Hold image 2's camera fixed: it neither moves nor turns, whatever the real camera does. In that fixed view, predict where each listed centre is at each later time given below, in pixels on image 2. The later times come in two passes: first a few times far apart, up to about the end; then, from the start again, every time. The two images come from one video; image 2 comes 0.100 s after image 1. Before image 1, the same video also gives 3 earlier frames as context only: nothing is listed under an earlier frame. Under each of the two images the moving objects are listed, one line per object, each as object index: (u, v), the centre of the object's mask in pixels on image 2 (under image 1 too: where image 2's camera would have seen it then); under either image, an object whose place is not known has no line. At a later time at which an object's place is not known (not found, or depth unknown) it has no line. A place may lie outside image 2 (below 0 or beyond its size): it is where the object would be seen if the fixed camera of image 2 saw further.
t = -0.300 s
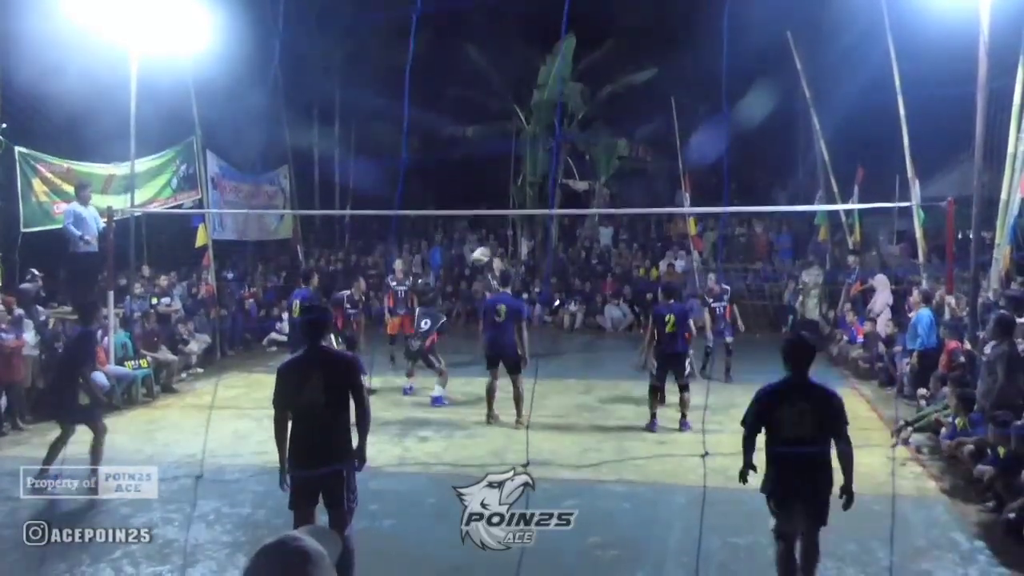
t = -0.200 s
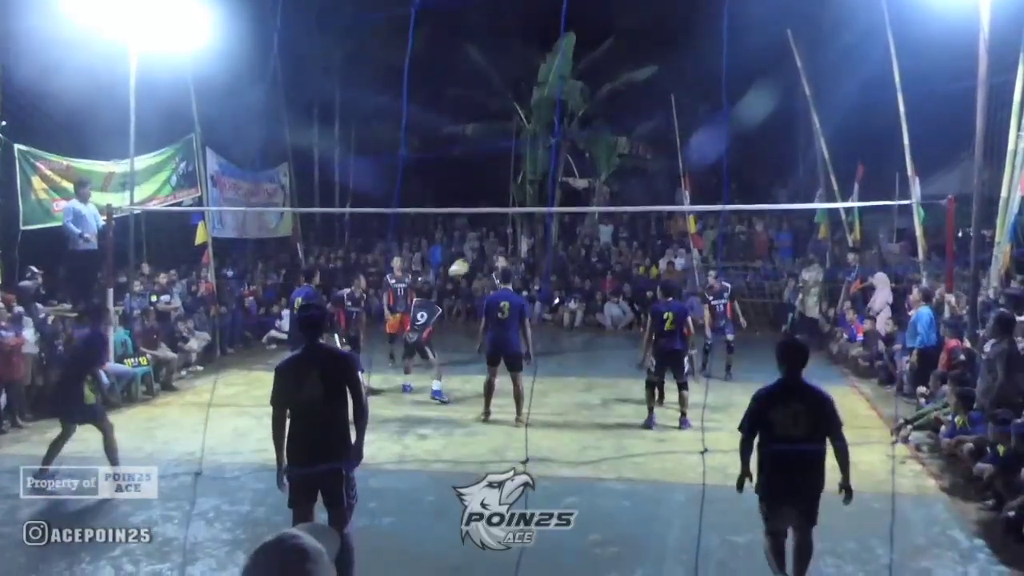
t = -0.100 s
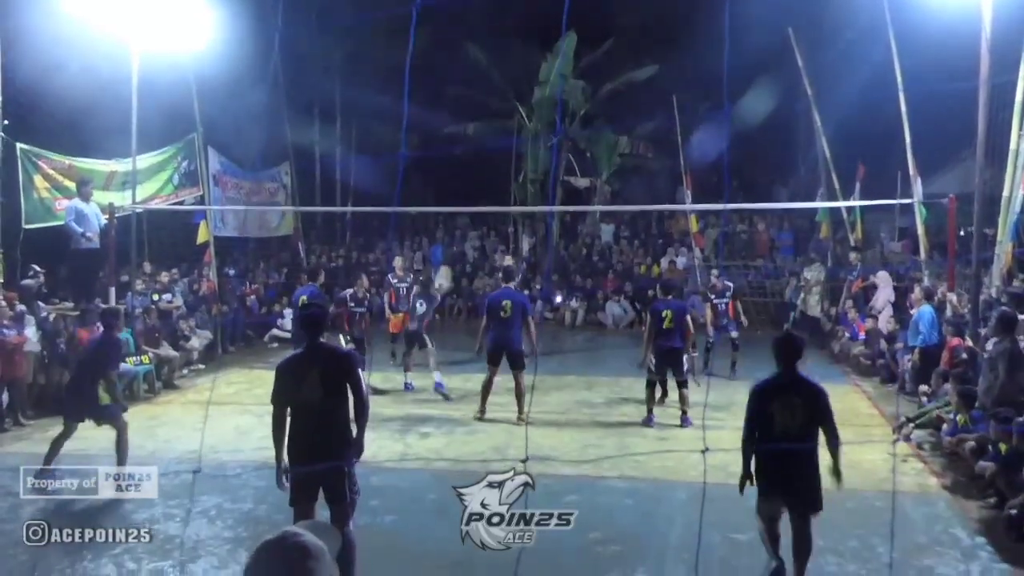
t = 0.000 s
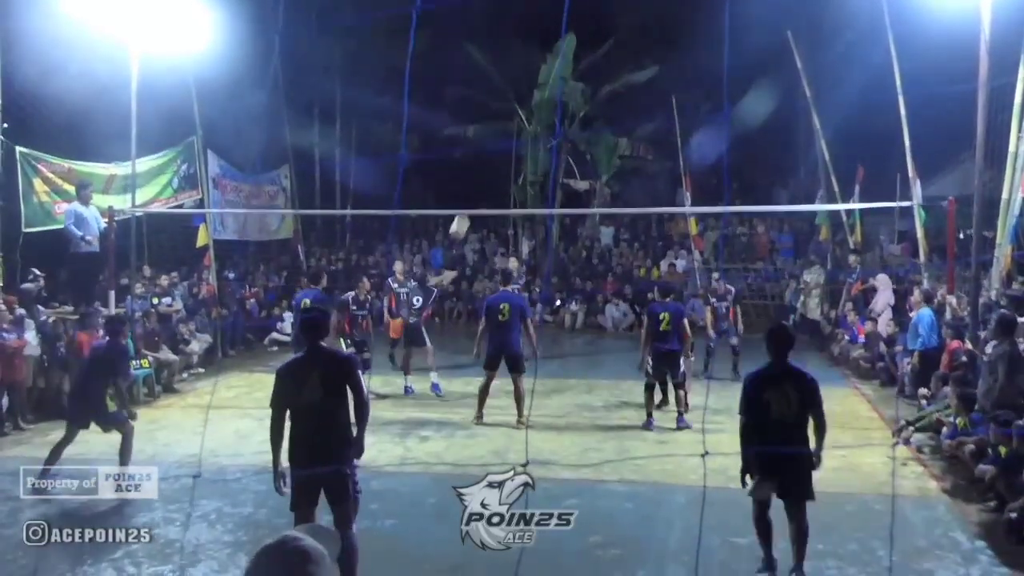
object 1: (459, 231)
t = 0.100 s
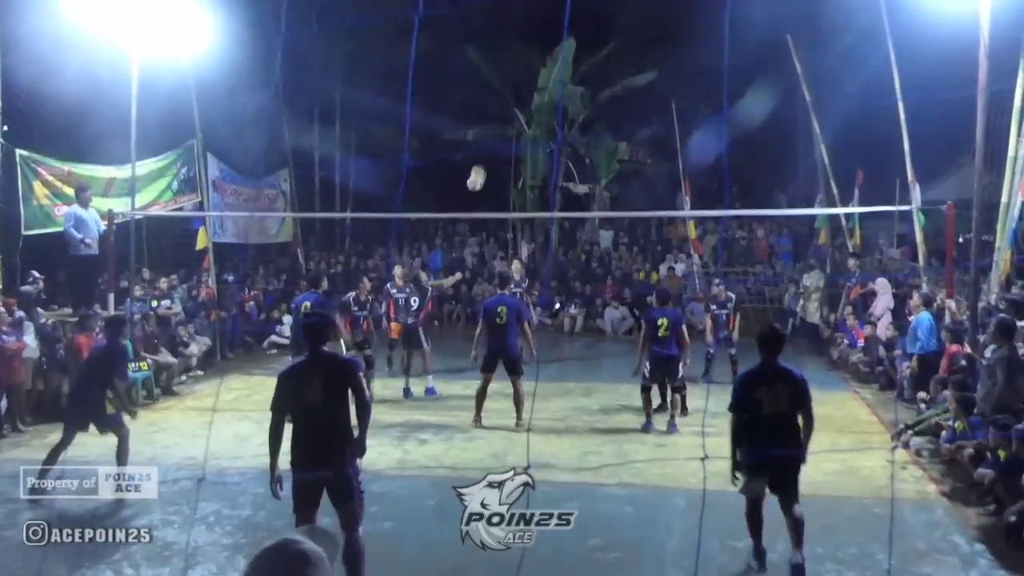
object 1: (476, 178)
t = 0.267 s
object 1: (506, 109)
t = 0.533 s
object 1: (553, 38)
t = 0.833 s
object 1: (607, 21)
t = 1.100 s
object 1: (655, 65)
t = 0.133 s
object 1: (482, 164)
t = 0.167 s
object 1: (488, 149)
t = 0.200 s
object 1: (494, 134)
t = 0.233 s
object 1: (500, 121)
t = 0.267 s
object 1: (506, 109)
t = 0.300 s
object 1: (512, 98)
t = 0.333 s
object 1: (517, 87)
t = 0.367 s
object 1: (523, 77)
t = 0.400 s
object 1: (529, 67)
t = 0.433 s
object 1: (535, 59)
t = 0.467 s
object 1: (541, 51)
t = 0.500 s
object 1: (547, 44)
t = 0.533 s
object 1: (553, 38)
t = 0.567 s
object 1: (559, 33)
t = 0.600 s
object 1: (565, 29)
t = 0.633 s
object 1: (571, 25)
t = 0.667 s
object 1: (577, 22)
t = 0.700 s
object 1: (583, 21)
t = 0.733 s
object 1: (589, 19)
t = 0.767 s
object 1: (595, 19)
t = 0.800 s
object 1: (601, 20)
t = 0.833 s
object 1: (607, 21)
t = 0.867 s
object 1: (614, 24)
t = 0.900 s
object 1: (620, 27)
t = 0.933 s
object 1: (626, 31)
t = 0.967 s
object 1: (632, 36)
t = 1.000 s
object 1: (638, 42)
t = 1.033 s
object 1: (644, 49)
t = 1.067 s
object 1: (650, 57)
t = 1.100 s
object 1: (655, 65)
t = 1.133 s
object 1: (662, 75)
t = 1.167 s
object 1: (668, 86)
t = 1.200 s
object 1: (674, 96)
